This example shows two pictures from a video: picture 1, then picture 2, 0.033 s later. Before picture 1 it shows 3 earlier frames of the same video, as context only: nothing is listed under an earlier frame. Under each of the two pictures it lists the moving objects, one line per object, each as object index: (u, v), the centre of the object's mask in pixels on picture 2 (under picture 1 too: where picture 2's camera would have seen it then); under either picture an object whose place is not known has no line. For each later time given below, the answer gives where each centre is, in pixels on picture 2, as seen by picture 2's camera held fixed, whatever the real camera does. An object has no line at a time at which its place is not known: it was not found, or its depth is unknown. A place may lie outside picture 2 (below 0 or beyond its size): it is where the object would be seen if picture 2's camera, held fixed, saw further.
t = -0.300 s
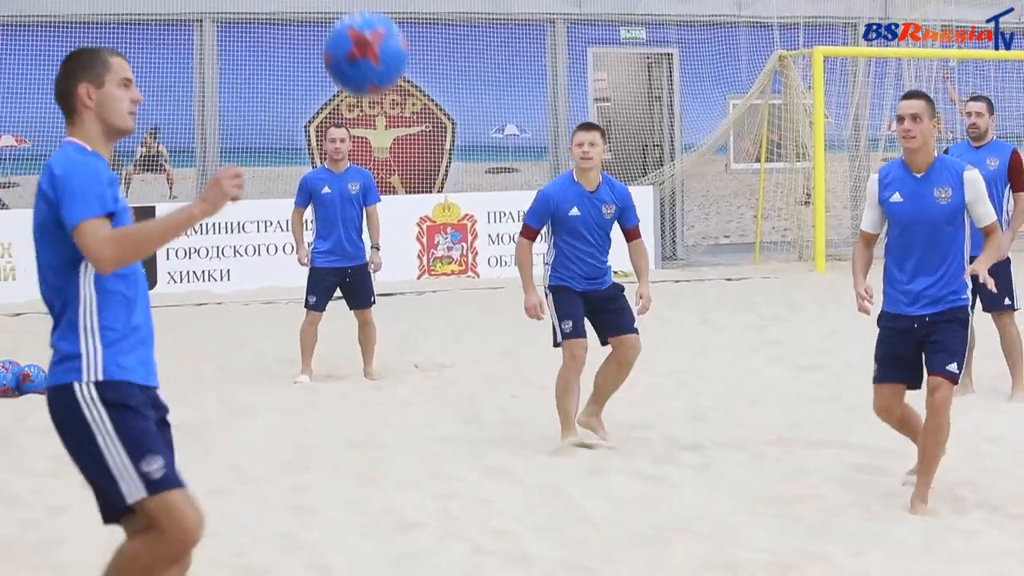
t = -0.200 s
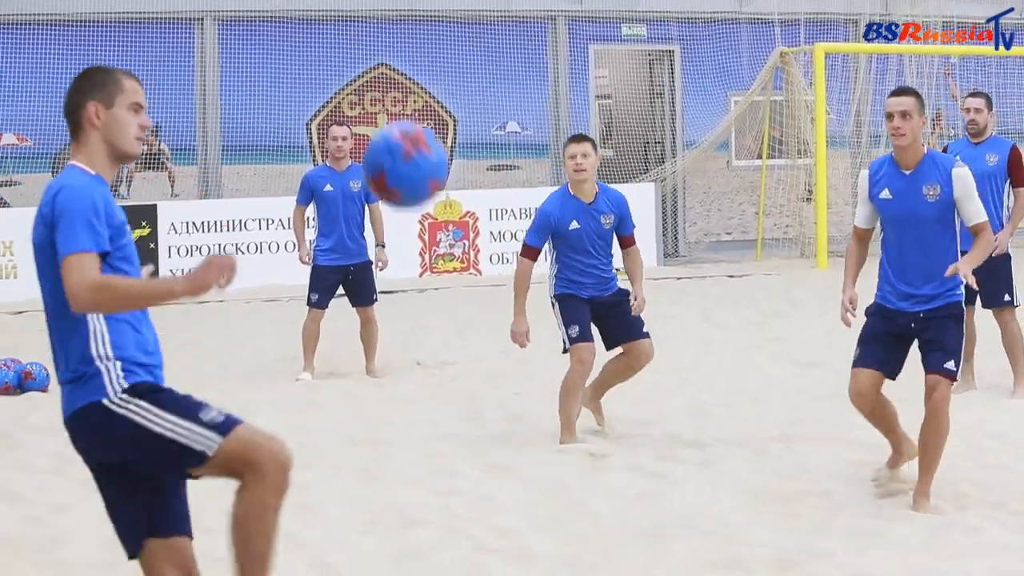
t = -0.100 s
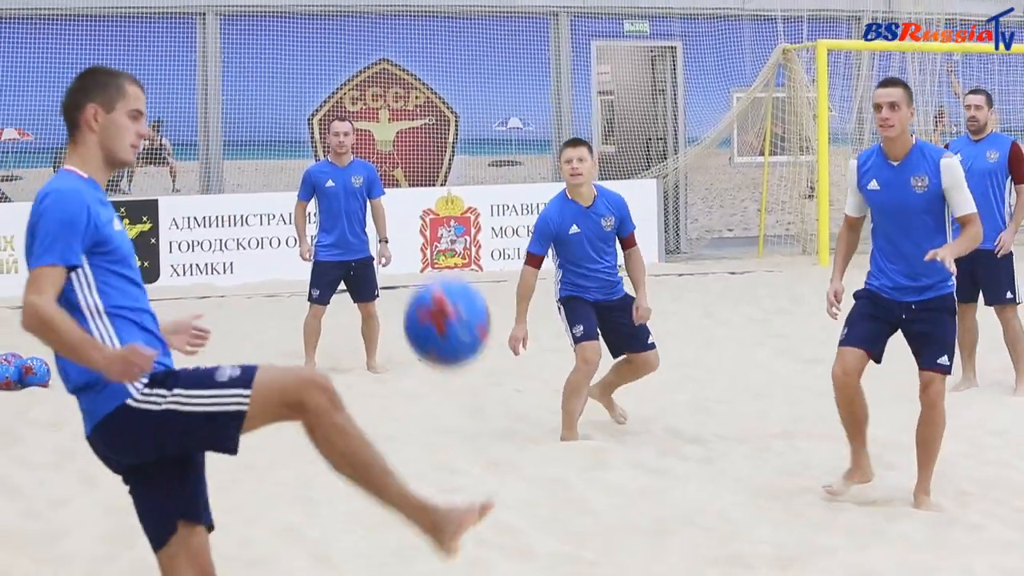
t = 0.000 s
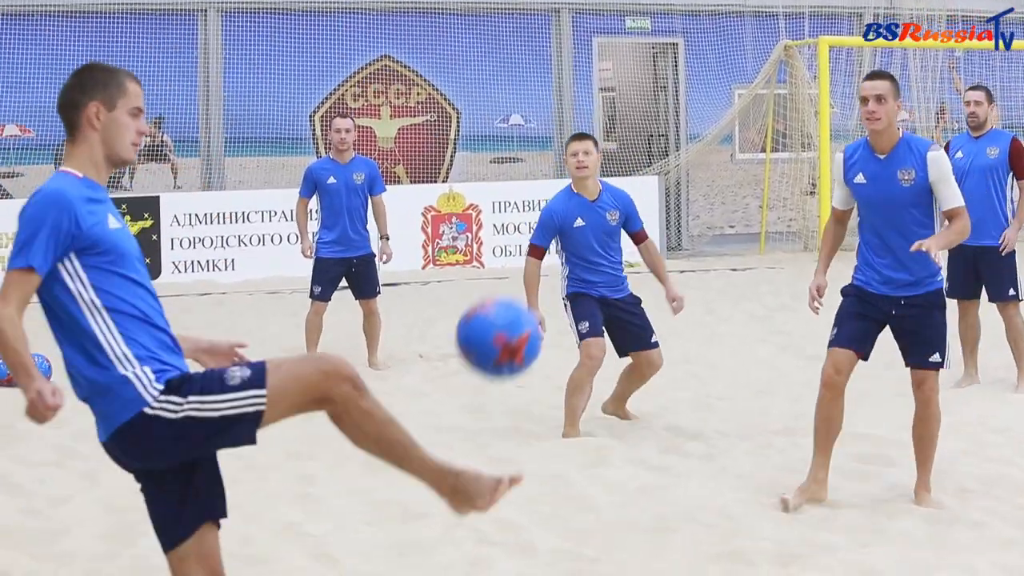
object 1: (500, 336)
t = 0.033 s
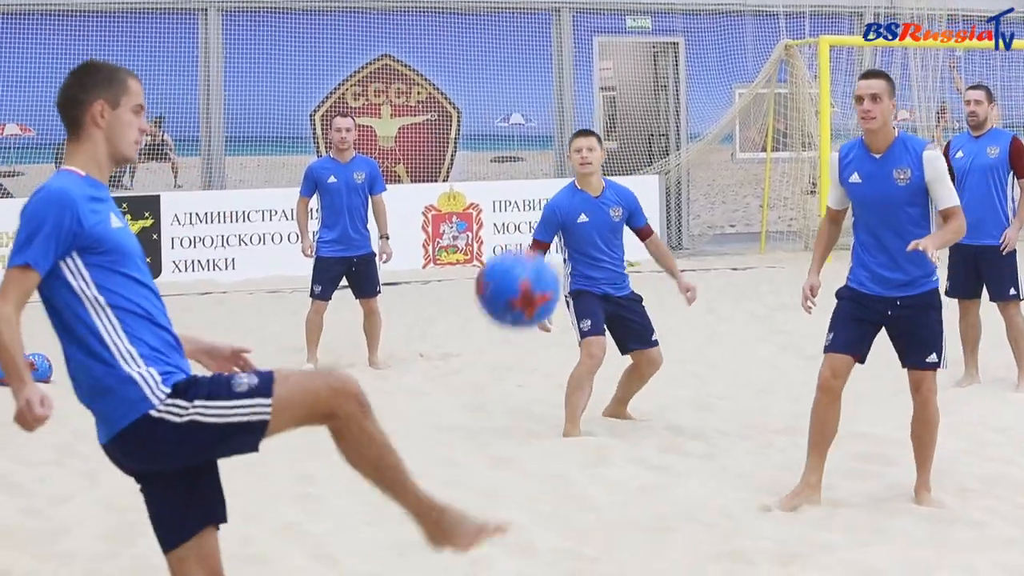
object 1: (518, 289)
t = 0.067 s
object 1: (537, 245)
